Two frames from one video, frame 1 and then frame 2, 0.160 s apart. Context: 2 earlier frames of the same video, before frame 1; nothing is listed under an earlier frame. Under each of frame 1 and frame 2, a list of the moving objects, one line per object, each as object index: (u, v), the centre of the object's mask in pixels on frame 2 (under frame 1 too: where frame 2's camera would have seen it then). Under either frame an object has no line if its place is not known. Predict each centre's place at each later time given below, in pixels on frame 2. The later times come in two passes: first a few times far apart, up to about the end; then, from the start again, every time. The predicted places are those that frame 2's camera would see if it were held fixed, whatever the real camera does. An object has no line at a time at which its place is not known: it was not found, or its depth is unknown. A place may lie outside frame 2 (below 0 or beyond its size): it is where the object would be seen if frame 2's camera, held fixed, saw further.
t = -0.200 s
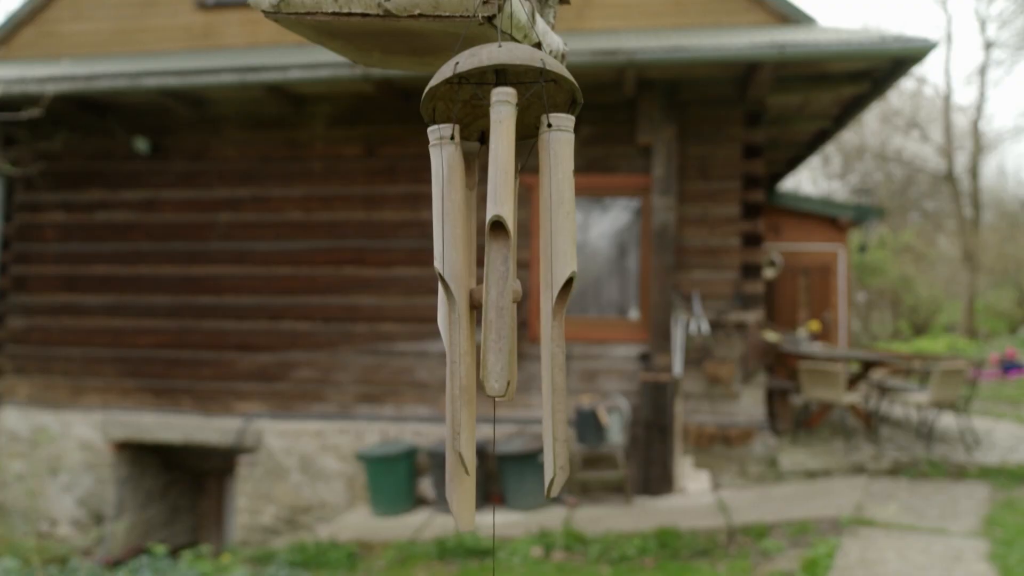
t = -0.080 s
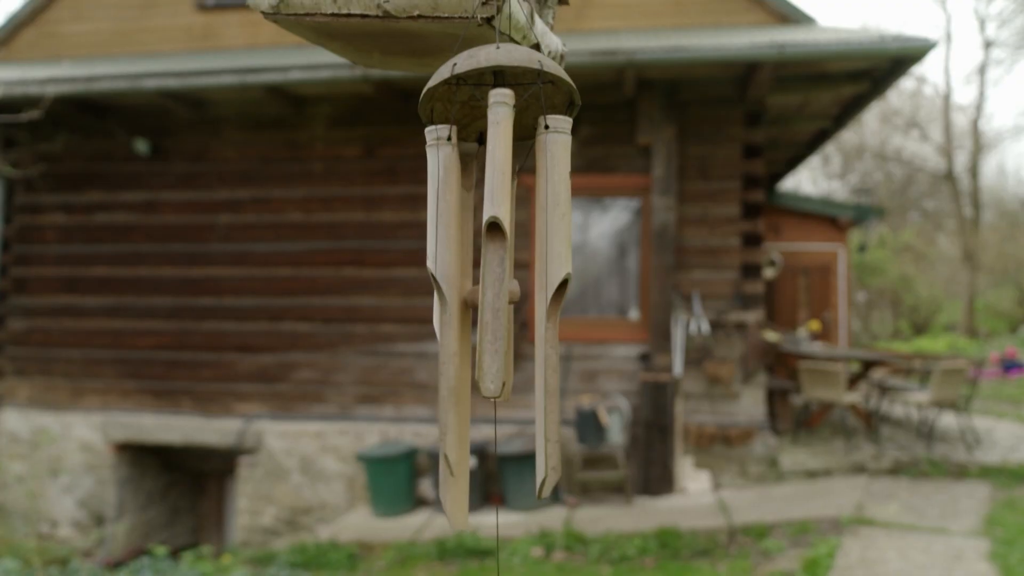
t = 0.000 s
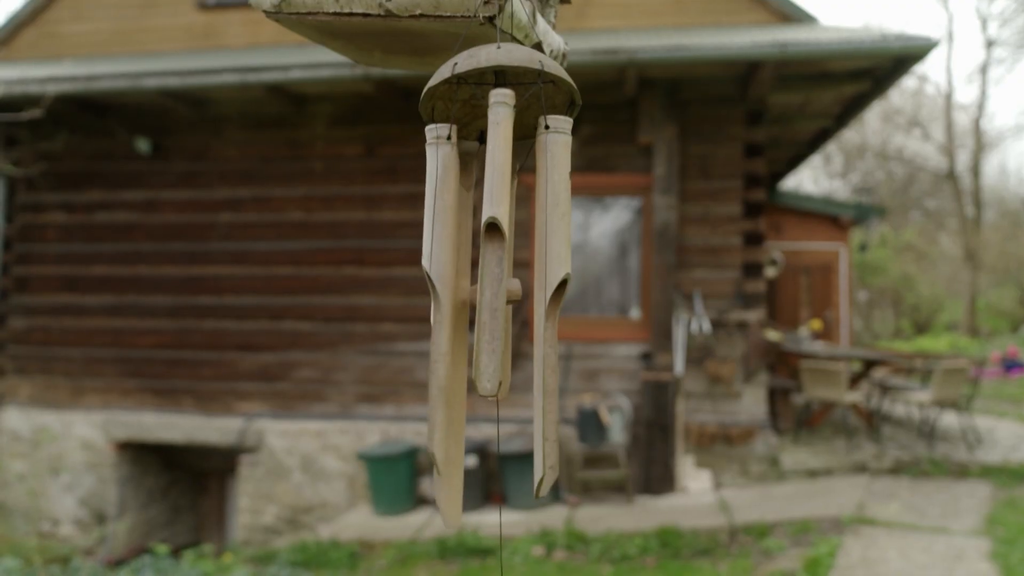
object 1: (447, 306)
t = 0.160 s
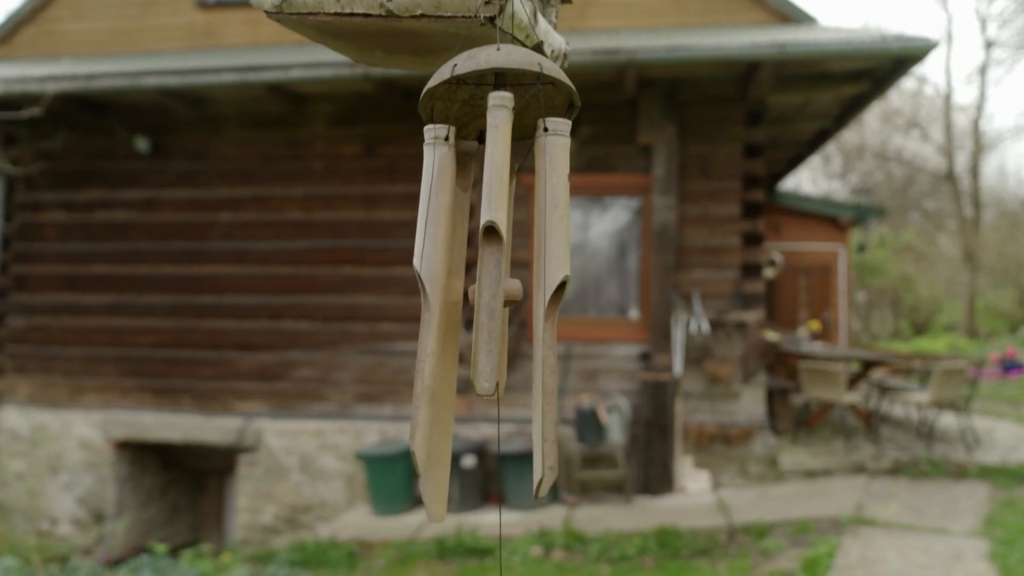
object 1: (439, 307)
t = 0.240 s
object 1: (440, 304)
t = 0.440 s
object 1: (446, 302)
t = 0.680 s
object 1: (453, 305)
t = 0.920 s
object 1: (446, 313)
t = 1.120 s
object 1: (445, 302)
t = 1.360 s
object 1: (446, 305)
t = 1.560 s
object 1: (445, 310)
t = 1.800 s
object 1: (439, 315)
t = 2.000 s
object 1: (441, 303)
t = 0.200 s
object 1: (439, 305)
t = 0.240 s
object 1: (440, 304)
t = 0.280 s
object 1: (441, 302)
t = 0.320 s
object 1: (443, 301)
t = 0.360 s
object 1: (444, 300)
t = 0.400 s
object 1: (445, 300)
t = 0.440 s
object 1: (446, 302)
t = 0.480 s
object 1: (448, 304)
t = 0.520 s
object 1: (450, 306)
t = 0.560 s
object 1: (452, 305)
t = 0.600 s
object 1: (452, 305)
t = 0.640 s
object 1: (452, 304)
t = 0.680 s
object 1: (453, 305)
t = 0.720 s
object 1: (453, 306)
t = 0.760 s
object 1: (452, 308)
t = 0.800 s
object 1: (450, 310)
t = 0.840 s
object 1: (449, 311)
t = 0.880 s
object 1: (447, 313)
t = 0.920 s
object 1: (446, 313)
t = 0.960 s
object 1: (445, 311)
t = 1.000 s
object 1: (445, 309)
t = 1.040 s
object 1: (446, 307)
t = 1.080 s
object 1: (446, 305)
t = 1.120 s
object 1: (445, 302)
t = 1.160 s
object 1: (446, 302)
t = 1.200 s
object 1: (445, 304)
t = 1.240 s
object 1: (446, 305)
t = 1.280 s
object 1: (446, 306)
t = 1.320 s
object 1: (446, 306)
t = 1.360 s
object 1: (446, 305)
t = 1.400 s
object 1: (446, 305)
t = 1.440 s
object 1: (446, 305)
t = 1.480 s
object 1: (446, 304)
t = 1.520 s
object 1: (446, 306)
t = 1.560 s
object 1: (445, 310)
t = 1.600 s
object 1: (443, 313)
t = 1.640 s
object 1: (442, 315)
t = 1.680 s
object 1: (441, 315)
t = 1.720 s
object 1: (440, 315)
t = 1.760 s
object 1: (440, 315)
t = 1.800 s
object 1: (439, 315)
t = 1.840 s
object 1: (440, 313)
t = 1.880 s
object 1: (440, 311)
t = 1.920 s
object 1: (441, 307)
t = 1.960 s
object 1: (441, 304)
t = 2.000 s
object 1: (441, 303)
